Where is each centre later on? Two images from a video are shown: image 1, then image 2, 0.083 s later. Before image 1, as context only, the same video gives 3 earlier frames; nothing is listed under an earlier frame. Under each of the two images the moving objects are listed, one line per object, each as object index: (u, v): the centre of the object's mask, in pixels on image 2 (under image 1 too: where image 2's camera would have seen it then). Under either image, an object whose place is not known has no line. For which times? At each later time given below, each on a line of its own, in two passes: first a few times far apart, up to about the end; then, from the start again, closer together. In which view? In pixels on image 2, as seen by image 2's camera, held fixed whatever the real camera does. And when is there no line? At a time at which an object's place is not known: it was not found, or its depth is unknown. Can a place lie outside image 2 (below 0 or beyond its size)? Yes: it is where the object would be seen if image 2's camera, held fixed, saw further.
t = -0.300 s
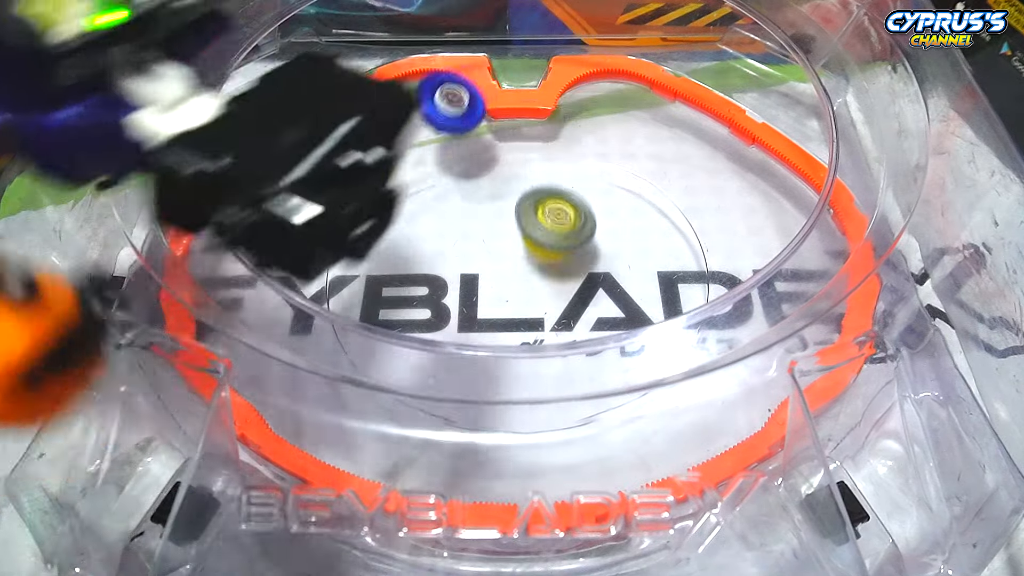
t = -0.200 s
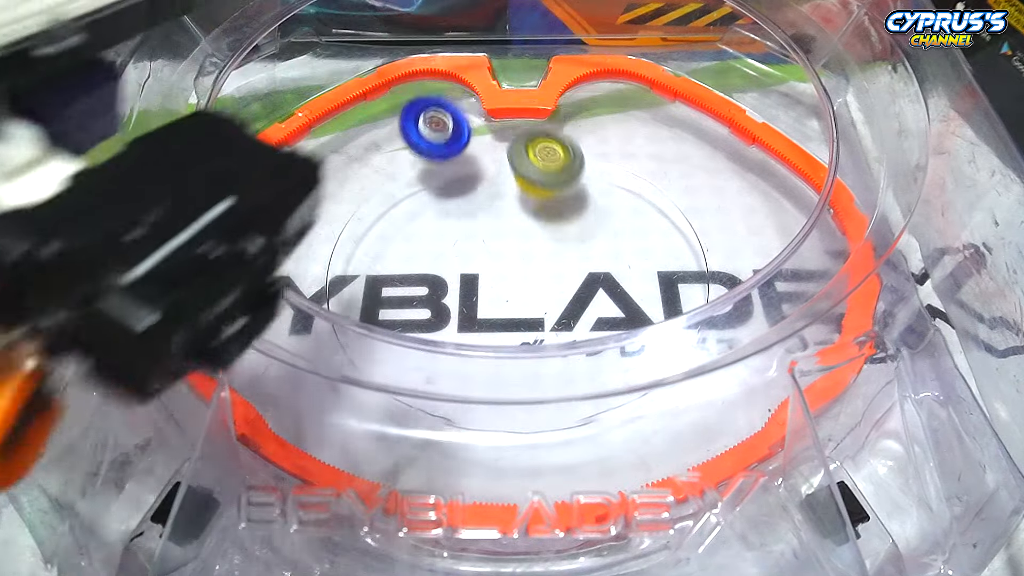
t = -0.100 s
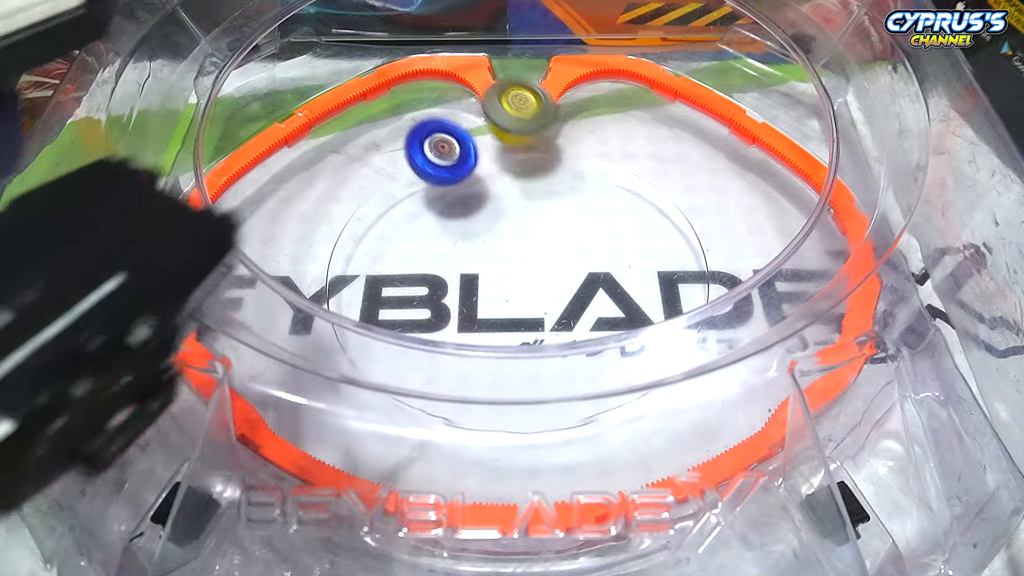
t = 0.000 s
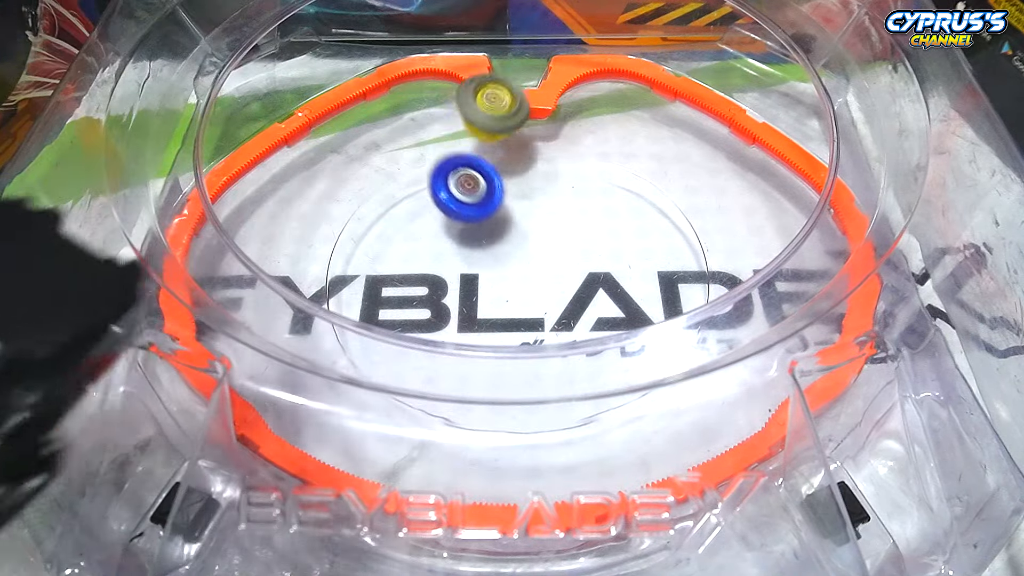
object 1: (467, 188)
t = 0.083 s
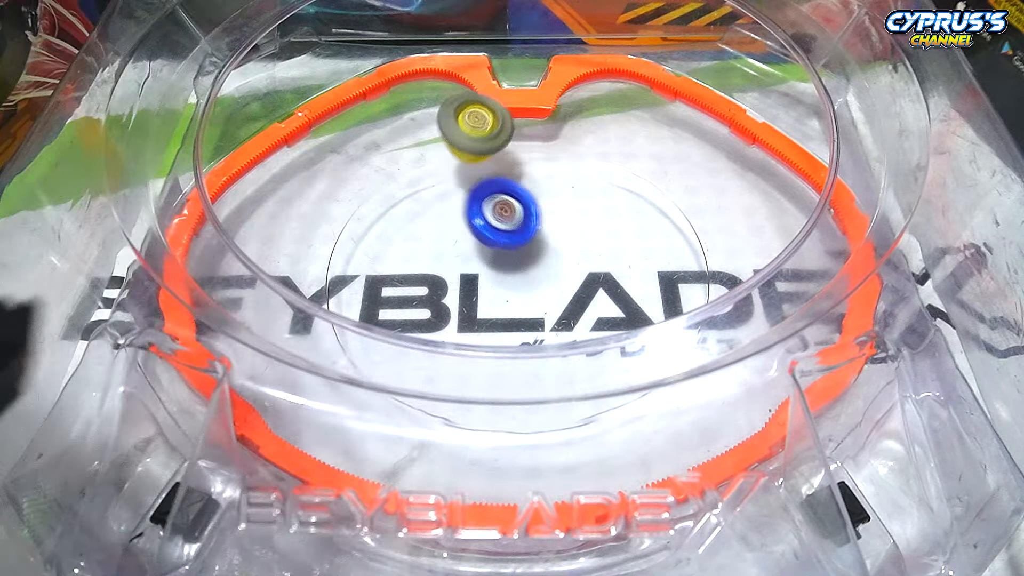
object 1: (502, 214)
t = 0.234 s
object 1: (584, 242)
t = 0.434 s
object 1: (655, 236)
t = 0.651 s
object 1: (634, 191)
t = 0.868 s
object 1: (687, 181)
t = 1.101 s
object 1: (297, 216)
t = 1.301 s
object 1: (226, 280)
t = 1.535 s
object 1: (424, 459)
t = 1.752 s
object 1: (723, 109)
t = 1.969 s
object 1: (470, 390)
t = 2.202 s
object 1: (488, 393)
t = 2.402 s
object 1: (543, 298)
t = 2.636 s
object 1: (514, 232)
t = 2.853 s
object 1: (640, 124)
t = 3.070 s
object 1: (565, 142)
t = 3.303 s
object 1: (541, 361)
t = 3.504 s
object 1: (592, 353)
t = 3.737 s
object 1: (611, 221)
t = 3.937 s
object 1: (438, 388)
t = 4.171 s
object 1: (423, 398)
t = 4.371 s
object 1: (429, 310)
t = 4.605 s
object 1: (476, 314)
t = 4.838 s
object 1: (507, 158)
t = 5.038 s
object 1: (485, 137)
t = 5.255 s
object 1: (464, 277)
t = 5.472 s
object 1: (362, 374)
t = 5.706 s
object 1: (455, 435)
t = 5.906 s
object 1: (549, 362)
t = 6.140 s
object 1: (474, 240)
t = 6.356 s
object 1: (356, 197)
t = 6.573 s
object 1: (395, 247)
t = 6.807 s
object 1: (551, 247)
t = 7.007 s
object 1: (602, 224)
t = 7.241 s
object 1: (560, 230)
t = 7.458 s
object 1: (506, 288)
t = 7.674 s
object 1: (523, 316)
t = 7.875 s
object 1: (533, 288)
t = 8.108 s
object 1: (479, 235)
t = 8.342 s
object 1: (505, 233)
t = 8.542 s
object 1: (574, 210)
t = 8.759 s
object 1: (575, 209)
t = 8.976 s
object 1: (543, 264)
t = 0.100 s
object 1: (511, 218)
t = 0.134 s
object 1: (529, 226)
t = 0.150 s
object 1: (538, 230)
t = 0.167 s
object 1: (547, 233)
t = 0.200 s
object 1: (566, 238)
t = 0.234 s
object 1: (584, 242)
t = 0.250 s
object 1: (593, 245)
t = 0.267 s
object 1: (601, 245)
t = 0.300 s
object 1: (616, 245)
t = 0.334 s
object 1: (630, 246)
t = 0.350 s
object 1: (636, 244)
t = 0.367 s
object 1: (641, 243)
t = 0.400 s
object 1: (650, 240)
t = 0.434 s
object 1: (655, 236)
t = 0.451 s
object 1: (657, 233)
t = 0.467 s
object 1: (658, 230)
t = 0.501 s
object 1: (658, 224)
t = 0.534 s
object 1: (656, 218)
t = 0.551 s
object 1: (654, 214)
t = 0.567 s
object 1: (652, 210)
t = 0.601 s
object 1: (646, 203)
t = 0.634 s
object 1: (638, 195)
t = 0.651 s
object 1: (634, 191)
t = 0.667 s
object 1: (630, 188)
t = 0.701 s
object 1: (713, 170)
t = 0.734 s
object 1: (796, 159)
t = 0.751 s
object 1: (846, 156)
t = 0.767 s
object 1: (874, 159)
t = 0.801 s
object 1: (819, 164)
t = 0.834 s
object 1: (750, 182)
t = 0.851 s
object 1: (718, 181)
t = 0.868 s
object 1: (687, 181)
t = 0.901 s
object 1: (618, 191)
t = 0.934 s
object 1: (551, 206)
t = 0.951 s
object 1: (520, 210)
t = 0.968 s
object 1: (488, 213)
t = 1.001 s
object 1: (426, 216)
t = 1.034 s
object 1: (371, 215)
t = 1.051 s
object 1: (347, 217)
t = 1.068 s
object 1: (326, 217)
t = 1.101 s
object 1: (297, 216)
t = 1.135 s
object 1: (272, 227)
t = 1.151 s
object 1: (265, 227)
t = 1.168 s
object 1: (252, 232)
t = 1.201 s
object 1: (234, 243)
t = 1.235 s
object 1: (225, 256)
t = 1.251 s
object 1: (223, 260)
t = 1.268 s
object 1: (223, 266)
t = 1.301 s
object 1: (226, 280)
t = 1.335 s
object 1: (231, 299)
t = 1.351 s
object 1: (237, 309)
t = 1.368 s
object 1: (245, 320)
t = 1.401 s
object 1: (263, 352)
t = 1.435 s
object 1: (288, 376)
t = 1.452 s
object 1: (305, 392)
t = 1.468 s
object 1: (323, 408)
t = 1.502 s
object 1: (367, 437)
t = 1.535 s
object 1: (424, 459)
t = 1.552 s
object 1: (490, 460)
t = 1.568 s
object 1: (558, 453)
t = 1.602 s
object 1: (684, 433)
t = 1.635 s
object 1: (789, 361)
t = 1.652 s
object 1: (823, 317)
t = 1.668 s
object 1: (832, 276)
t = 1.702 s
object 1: (825, 196)
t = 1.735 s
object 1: (762, 131)
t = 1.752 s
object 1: (723, 109)
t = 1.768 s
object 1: (684, 84)
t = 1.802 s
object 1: (610, 52)
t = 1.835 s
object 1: (560, 106)
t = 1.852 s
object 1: (552, 140)
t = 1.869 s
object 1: (538, 180)
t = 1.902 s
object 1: (516, 248)
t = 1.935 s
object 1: (494, 309)
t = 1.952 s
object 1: (483, 345)
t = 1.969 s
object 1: (470, 390)
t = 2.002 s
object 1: (458, 424)
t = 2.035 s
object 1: (450, 471)
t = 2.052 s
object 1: (451, 464)
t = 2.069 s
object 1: (455, 450)
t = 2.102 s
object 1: (462, 431)
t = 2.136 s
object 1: (470, 428)
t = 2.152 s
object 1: (475, 430)
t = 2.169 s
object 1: (479, 421)
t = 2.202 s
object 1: (488, 393)
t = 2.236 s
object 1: (498, 376)
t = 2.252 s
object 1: (503, 372)
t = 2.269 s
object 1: (507, 373)
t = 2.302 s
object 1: (518, 344)
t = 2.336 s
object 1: (528, 322)
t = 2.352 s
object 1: (531, 319)
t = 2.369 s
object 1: (536, 313)
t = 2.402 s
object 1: (543, 298)
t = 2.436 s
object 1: (547, 280)
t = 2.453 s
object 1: (549, 272)
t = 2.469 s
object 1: (550, 264)
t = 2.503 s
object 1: (549, 252)
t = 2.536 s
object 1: (545, 242)
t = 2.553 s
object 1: (542, 238)
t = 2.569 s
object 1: (538, 236)
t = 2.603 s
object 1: (527, 232)
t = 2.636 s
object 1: (514, 232)
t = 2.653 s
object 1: (506, 233)
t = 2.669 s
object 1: (498, 235)
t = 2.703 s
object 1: (480, 241)
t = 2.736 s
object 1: (480, 239)
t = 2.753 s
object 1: (511, 221)
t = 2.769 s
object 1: (534, 204)
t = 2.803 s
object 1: (582, 171)
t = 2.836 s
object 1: (623, 139)
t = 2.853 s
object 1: (640, 124)
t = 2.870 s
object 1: (655, 114)
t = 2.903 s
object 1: (681, 96)
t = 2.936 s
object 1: (696, 78)
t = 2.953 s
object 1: (668, 75)
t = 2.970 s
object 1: (634, 76)
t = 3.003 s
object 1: (572, 80)
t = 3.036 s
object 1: (563, 101)
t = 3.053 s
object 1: (564, 119)
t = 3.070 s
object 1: (565, 142)
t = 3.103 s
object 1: (563, 175)
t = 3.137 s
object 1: (559, 215)
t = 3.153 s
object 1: (555, 235)
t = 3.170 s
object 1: (553, 253)
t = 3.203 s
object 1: (547, 287)
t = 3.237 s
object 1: (542, 313)
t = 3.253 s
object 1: (540, 320)
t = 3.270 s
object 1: (539, 338)
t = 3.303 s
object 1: (541, 361)
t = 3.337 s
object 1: (545, 383)
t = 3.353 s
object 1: (549, 389)
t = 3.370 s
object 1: (555, 391)
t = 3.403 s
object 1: (565, 391)
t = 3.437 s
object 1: (574, 383)
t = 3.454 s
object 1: (579, 378)
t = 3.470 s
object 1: (582, 363)
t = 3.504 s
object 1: (592, 353)
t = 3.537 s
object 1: (603, 332)
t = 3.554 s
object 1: (606, 316)
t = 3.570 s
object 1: (612, 312)
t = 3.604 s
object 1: (626, 301)
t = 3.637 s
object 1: (636, 283)
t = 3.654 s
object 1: (637, 272)
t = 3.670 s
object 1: (636, 261)
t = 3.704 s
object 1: (628, 240)
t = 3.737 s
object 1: (611, 221)
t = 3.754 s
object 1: (599, 214)
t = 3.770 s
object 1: (585, 224)
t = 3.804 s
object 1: (550, 262)
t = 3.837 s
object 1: (514, 299)
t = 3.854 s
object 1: (499, 312)
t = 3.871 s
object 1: (486, 320)
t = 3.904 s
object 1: (458, 360)
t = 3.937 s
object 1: (438, 388)
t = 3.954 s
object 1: (433, 392)
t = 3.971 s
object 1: (429, 397)
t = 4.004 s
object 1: (416, 420)
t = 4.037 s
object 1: (404, 438)
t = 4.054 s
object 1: (398, 443)
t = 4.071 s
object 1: (397, 446)
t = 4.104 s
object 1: (406, 439)
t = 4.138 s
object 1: (415, 419)
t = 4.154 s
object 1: (420, 410)
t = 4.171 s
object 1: (423, 398)
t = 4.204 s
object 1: (429, 383)
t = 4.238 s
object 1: (429, 371)
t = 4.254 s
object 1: (434, 363)
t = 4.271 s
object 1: (437, 353)
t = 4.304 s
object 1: (443, 331)
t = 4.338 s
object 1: (438, 319)
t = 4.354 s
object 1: (434, 314)
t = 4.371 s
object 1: (429, 310)
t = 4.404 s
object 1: (424, 313)
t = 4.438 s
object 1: (419, 332)
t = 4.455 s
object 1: (416, 351)
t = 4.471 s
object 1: (417, 369)
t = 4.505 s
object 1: (430, 342)
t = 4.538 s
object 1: (446, 332)
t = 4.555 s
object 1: (453, 332)
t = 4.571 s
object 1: (462, 322)
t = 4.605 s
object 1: (476, 314)
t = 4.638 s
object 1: (489, 299)
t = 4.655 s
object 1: (494, 290)
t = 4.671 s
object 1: (497, 279)
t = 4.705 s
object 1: (504, 256)
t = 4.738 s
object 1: (507, 232)
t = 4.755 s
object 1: (507, 219)
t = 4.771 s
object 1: (508, 206)
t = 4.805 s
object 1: (508, 183)
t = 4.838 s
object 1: (507, 158)
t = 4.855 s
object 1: (506, 147)
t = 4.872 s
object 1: (505, 137)
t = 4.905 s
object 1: (503, 115)
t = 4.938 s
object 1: (503, 95)
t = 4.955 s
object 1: (502, 95)
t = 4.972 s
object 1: (497, 100)
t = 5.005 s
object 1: (490, 123)
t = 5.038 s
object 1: (485, 137)
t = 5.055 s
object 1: (483, 144)
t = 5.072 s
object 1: (481, 155)
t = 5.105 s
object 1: (477, 181)
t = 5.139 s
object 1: (477, 204)
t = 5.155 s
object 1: (479, 214)
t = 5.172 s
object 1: (481, 225)
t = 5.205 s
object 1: (488, 245)
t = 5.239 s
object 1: (485, 263)
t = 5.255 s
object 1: (464, 277)
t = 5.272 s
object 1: (446, 287)
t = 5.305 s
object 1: (413, 302)
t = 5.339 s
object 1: (387, 320)
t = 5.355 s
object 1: (376, 328)
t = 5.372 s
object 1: (365, 340)
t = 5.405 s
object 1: (359, 349)
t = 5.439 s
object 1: (356, 364)
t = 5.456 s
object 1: (360, 370)
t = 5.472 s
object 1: (362, 374)
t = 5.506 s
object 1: (368, 391)
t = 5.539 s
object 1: (369, 404)
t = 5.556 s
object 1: (369, 411)
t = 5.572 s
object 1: (369, 424)
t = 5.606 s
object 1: (372, 439)
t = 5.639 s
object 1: (394, 444)
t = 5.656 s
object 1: (410, 442)
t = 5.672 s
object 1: (427, 442)
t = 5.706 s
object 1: (455, 435)
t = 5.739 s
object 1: (482, 420)
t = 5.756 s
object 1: (492, 415)
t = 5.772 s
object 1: (502, 407)
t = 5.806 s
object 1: (519, 397)
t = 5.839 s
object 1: (532, 389)
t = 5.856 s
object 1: (538, 386)
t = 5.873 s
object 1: (543, 373)
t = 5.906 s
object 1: (549, 362)
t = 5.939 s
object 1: (549, 346)
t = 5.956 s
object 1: (547, 325)
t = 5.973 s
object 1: (545, 320)
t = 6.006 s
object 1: (537, 307)
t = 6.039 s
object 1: (524, 289)
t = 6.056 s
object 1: (517, 279)
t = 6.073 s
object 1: (509, 271)
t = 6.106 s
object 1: (493, 255)
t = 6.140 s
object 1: (474, 240)
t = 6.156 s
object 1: (466, 234)
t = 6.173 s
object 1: (456, 227)
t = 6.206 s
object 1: (436, 217)
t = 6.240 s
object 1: (417, 207)
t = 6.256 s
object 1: (406, 203)
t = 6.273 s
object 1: (397, 200)
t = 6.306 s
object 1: (377, 196)
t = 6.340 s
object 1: (362, 196)
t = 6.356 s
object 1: (356, 197)
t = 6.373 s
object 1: (353, 201)
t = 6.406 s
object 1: (354, 209)
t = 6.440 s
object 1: (354, 215)
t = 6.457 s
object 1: (356, 219)
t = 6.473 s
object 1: (359, 222)
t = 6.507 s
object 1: (365, 231)
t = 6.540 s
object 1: (378, 239)
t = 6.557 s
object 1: (385, 242)
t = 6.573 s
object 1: (395, 247)
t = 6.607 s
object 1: (416, 254)
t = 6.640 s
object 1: (441, 257)
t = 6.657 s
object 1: (453, 259)
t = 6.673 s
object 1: (466, 257)
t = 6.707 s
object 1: (492, 255)
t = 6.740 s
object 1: (517, 248)
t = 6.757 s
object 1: (527, 246)
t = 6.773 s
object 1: (534, 247)
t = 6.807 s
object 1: (551, 247)
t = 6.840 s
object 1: (565, 244)
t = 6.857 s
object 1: (572, 243)
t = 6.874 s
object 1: (578, 241)
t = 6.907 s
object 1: (589, 238)
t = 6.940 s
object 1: (596, 233)
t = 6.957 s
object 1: (598, 231)
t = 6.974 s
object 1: (601, 228)
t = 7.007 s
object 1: (602, 224)
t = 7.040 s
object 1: (602, 221)
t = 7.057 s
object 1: (600, 220)
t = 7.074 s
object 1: (599, 220)
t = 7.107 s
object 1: (592, 220)
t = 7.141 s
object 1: (587, 221)
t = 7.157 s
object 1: (582, 221)
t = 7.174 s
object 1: (579, 222)
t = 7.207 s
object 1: (569, 225)
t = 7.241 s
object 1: (560, 230)
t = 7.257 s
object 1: (553, 234)
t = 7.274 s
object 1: (549, 238)
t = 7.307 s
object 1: (539, 243)
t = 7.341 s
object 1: (530, 252)
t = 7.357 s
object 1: (524, 256)
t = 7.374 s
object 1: (521, 262)
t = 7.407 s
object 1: (513, 272)
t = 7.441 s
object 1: (509, 282)
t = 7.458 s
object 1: (506, 288)
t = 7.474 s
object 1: (505, 293)
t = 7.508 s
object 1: (503, 302)
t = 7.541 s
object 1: (507, 308)
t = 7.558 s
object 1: (508, 310)
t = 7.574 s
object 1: (511, 313)
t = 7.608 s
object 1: (513, 315)
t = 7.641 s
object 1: (518, 317)
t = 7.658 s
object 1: (519, 317)
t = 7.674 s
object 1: (523, 316)
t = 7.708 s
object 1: (525, 315)
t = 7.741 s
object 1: (531, 313)
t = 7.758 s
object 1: (532, 312)
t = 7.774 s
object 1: (534, 311)
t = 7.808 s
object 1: (536, 305)
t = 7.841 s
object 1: (535, 298)
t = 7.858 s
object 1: (535, 293)
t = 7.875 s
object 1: (533, 288)
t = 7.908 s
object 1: (531, 280)
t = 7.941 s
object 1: (525, 271)
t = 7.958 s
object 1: (523, 266)
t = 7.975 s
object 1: (518, 260)
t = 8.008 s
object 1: (511, 254)
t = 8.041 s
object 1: (501, 246)
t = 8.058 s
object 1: (495, 243)
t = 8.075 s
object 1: (490, 240)
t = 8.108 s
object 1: (479, 235)
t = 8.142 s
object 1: (470, 232)
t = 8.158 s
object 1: (464, 231)
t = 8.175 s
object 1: (461, 231)
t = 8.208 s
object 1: (453, 231)
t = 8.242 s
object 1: (460, 231)
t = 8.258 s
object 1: (468, 232)
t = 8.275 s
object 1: (474, 233)
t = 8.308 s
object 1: (489, 233)
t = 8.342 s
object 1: (505, 233)
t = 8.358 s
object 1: (512, 231)
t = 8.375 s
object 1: (520, 231)
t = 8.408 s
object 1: (534, 227)
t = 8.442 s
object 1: (548, 223)
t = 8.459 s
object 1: (553, 220)
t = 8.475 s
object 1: (559, 218)
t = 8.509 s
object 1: (569, 214)
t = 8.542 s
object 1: (574, 210)
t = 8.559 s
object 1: (577, 208)
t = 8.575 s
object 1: (578, 206)
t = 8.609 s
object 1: (581, 204)
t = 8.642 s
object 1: (581, 202)
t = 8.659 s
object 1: (581, 203)
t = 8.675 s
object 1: (582, 203)
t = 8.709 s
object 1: (580, 204)
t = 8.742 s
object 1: (575, 208)
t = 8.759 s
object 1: (575, 209)
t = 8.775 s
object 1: (571, 211)
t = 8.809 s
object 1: (566, 217)
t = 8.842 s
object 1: (561, 224)
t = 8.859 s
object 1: (557, 228)
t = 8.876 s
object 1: (556, 233)
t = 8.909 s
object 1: (551, 243)
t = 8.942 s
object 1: (547, 253)
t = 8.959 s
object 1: (546, 258)
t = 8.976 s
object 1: (543, 264)
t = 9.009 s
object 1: (542, 274)
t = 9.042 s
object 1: (542, 284)
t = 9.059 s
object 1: (543, 290)
